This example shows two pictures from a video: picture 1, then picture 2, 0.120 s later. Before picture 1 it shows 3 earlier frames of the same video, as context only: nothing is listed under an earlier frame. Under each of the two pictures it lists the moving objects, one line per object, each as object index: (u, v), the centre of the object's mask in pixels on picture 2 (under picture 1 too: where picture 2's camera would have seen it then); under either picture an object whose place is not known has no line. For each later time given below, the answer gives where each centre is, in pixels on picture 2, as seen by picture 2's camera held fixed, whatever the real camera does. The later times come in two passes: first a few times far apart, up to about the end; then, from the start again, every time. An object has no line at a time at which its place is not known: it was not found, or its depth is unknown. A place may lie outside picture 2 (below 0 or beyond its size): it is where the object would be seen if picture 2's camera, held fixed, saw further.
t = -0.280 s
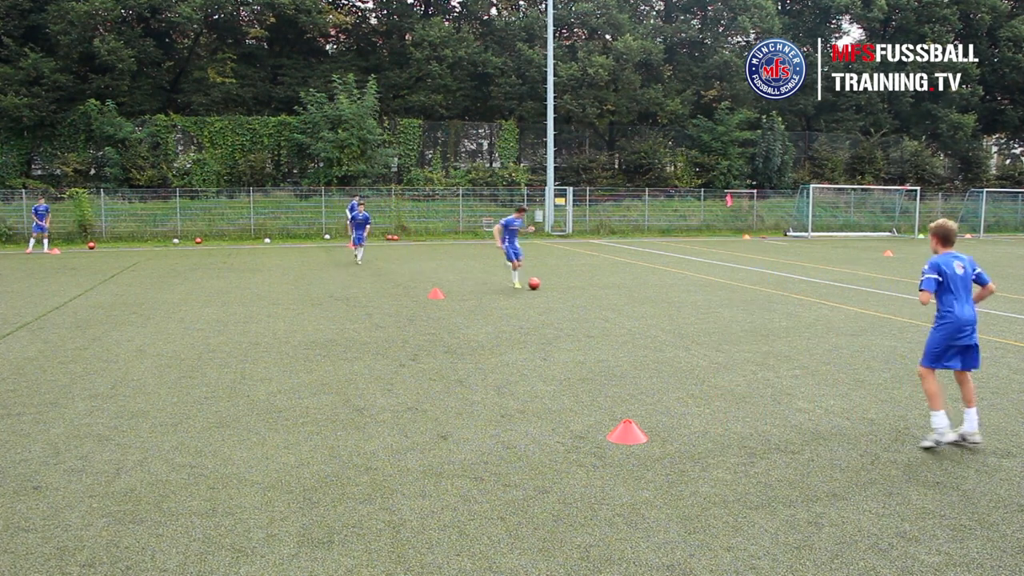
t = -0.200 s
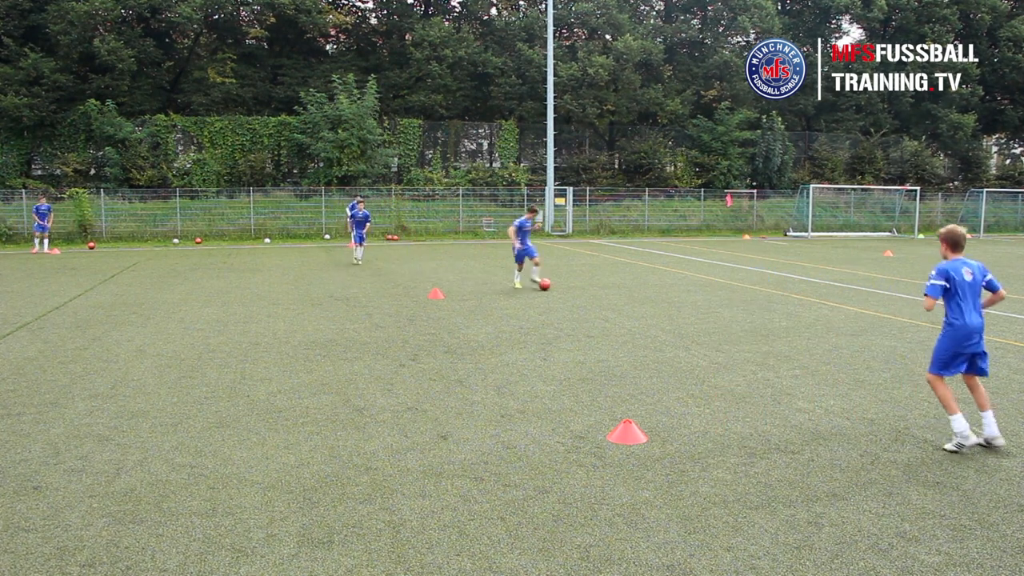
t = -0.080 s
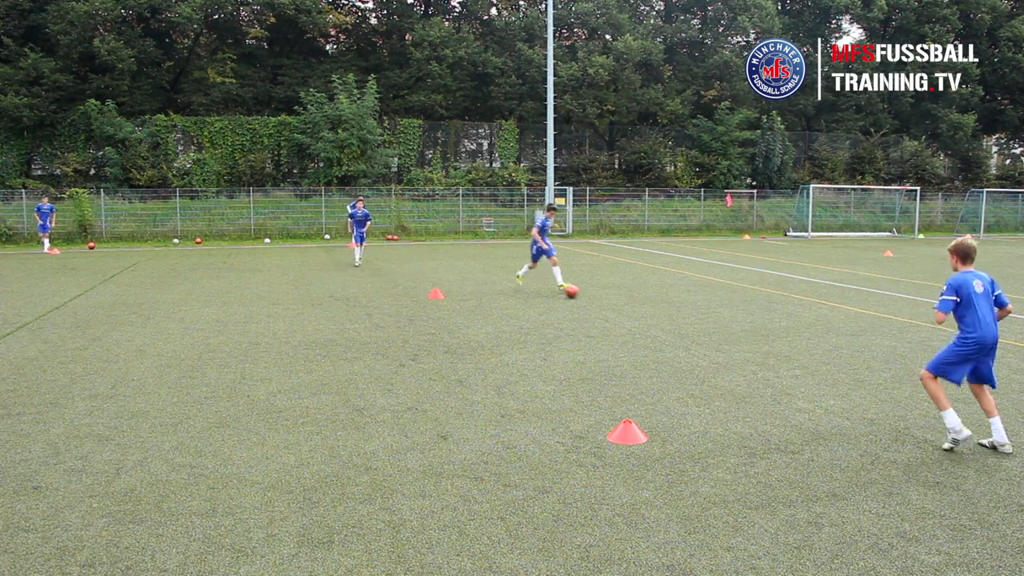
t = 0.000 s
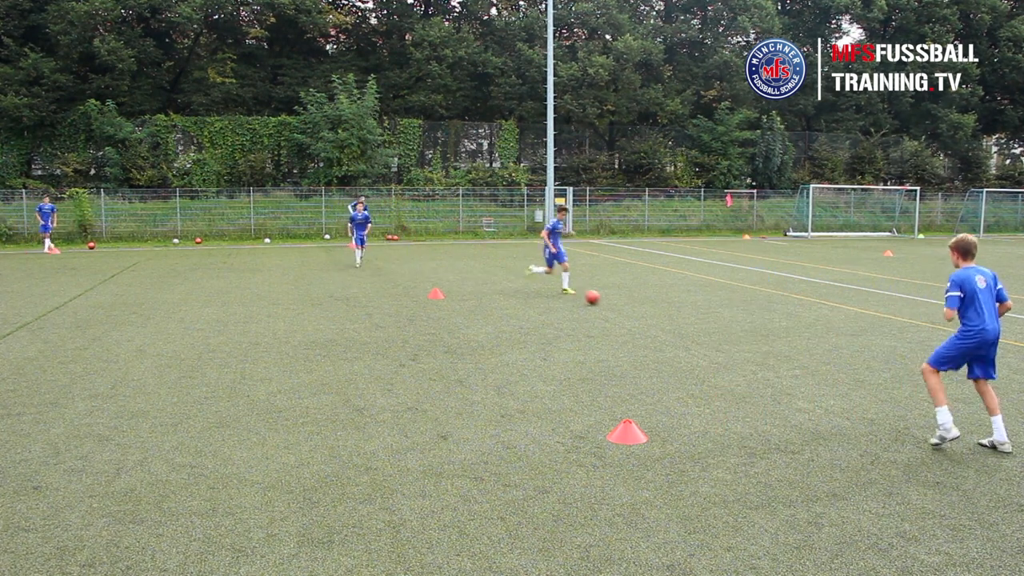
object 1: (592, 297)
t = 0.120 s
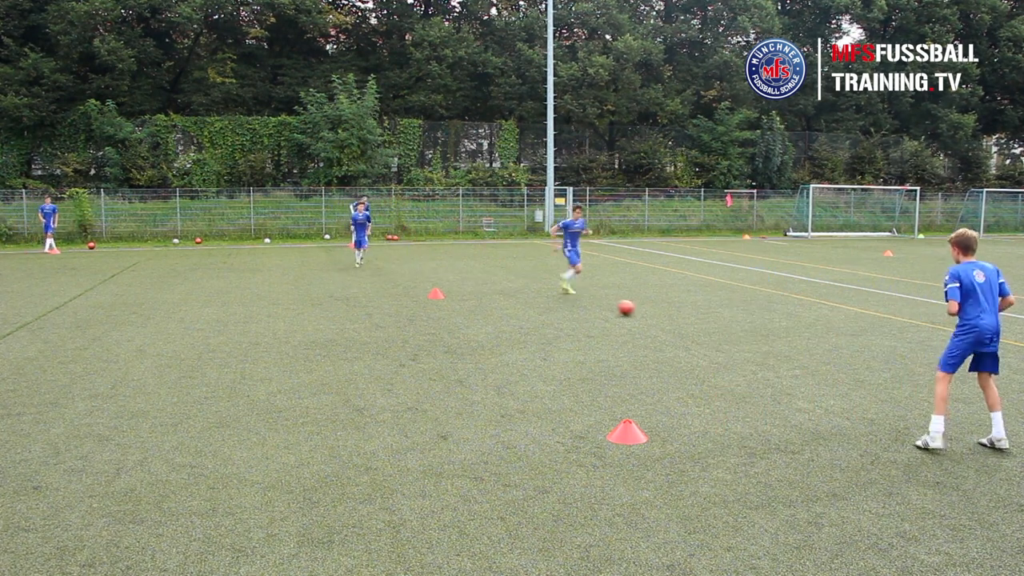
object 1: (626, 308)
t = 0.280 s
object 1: (674, 322)
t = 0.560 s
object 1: (772, 354)
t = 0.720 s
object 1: (836, 373)
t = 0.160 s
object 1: (637, 312)
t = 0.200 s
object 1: (650, 316)
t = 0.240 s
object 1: (662, 318)
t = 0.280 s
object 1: (674, 322)
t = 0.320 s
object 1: (688, 328)
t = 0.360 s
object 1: (701, 332)
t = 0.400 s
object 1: (715, 335)
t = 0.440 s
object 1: (729, 340)
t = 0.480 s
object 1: (743, 345)
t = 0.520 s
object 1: (757, 349)
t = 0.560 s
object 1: (772, 354)
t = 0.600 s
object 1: (787, 359)
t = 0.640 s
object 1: (803, 363)
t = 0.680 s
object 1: (819, 369)
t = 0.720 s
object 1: (836, 373)
